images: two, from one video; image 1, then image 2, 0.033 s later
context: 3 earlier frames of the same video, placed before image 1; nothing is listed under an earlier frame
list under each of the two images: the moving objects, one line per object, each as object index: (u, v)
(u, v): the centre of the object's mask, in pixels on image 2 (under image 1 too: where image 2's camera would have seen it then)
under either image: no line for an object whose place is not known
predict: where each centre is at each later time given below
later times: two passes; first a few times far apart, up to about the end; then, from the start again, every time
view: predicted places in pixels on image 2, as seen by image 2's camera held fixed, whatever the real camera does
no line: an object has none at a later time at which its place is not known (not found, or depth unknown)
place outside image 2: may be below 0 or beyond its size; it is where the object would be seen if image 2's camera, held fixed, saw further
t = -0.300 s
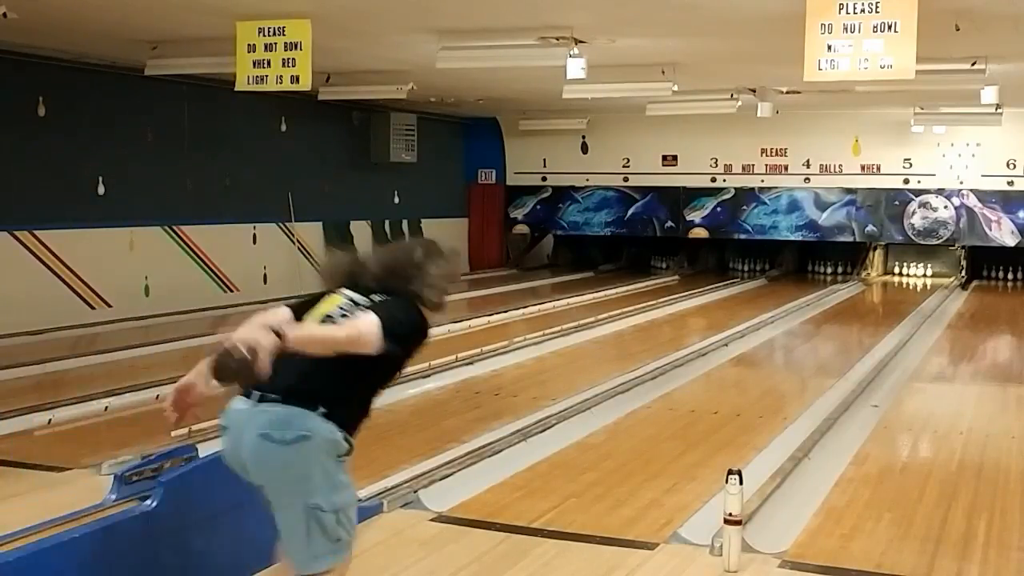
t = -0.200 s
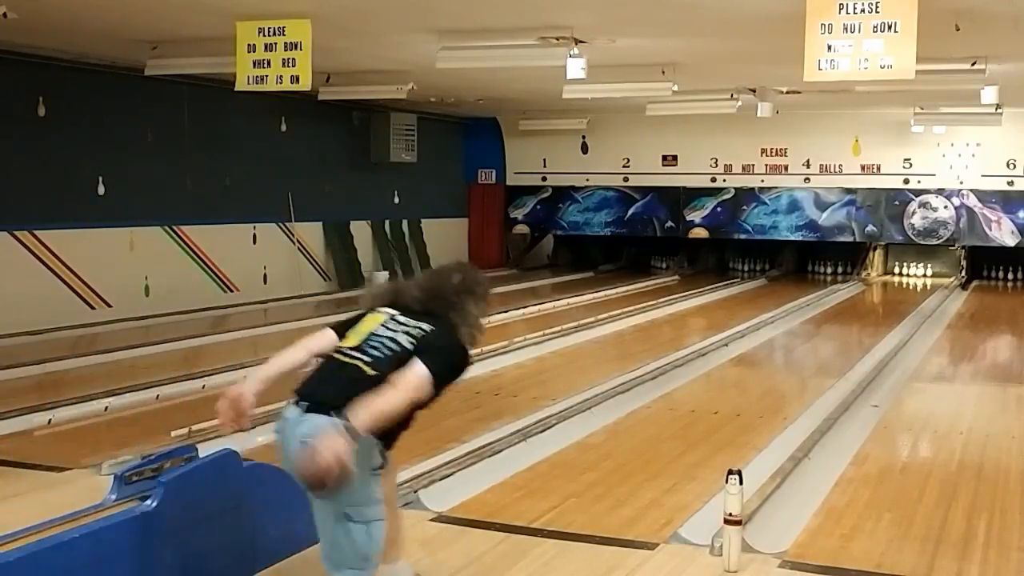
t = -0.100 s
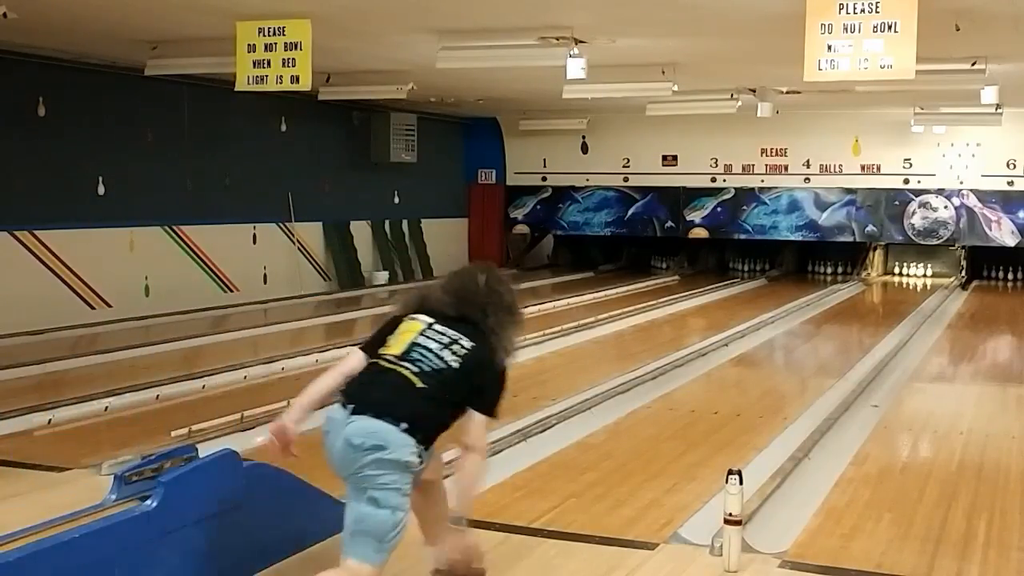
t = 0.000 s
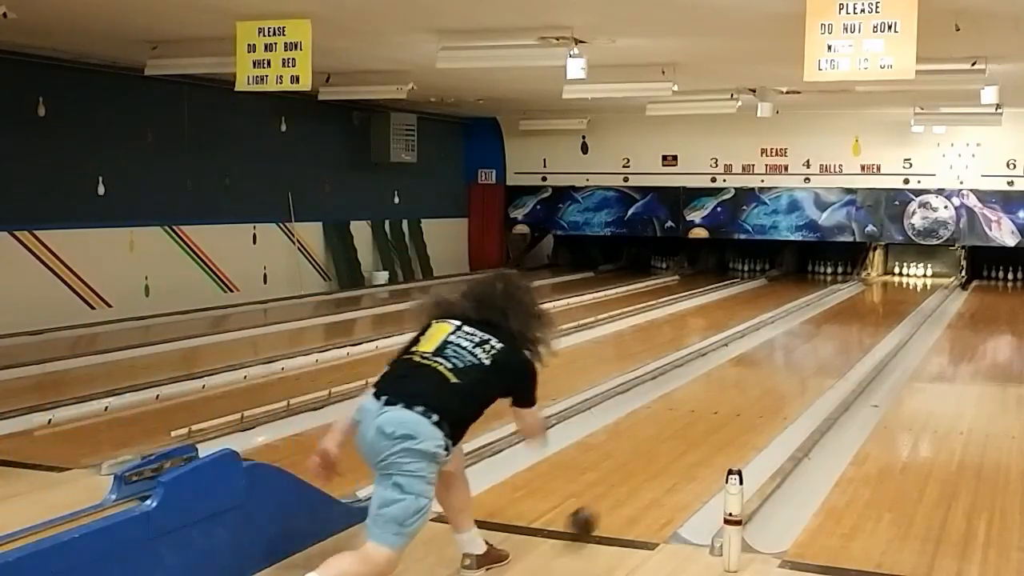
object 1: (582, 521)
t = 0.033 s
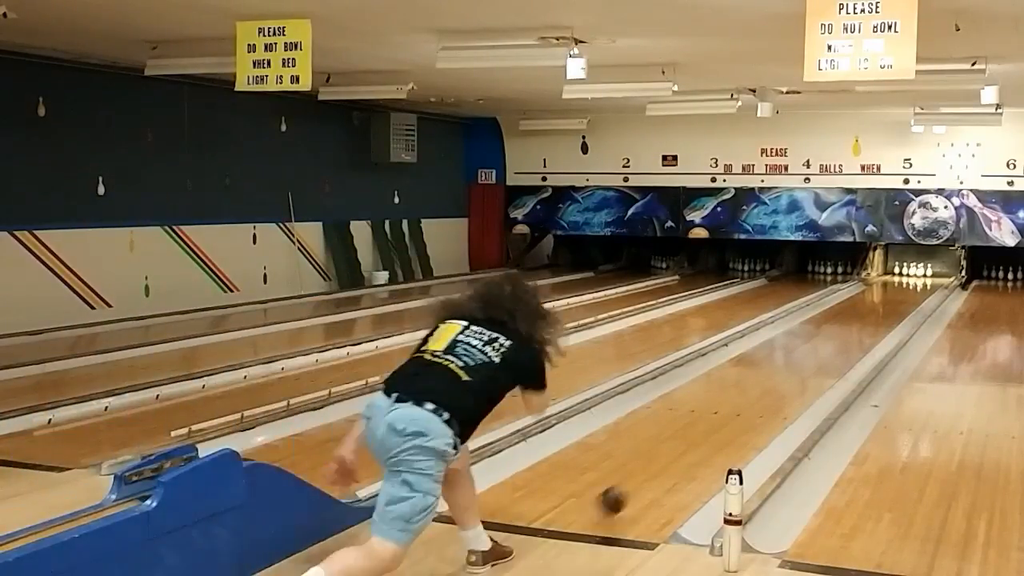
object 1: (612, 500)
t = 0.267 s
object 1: (746, 416)
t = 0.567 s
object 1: (831, 358)
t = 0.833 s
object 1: (873, 328)
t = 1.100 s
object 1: (900, 309)
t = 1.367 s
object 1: (919, 295)
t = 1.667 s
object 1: (934, 285)
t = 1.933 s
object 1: (945, 276)
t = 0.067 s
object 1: (637, 485)
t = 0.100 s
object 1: (660, 473)
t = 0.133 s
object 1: (681, 460)
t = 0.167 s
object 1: (700, 448)
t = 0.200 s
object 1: (716, 436)
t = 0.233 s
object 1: (732, 426)
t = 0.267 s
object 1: (746, 416)
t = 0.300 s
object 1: (759, 407)
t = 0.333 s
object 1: (770, 399)
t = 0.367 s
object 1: (781, 392)
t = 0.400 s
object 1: (791, 385)
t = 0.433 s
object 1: (800, 379)
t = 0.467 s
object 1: (809, 373)
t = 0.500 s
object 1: (817, 368)
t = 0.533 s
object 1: (824, 363)
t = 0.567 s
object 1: (831, 358)
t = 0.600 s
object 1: (837, 353)
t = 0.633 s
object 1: (843, 349)
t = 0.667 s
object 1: (849, 345)
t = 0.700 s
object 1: (854, 341)
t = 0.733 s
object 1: (860, 338)
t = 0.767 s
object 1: (864, 335)
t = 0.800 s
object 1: (869, 332)
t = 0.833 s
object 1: (873, 328)
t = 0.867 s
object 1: (878, 326)
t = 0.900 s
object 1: (881, 323)
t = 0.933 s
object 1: (884, 320)
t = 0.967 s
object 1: (888, 318)
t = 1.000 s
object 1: (891, 316)
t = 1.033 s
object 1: (895, 313)
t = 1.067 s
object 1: (897, 311)
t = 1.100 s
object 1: (900, 309)
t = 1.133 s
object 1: (903, 308)
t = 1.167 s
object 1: (906, 305)
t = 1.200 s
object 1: (908, 304)
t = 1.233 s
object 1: (911, 302)
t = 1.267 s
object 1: (913, 300)
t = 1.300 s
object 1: (915, 298)
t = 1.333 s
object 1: (917, 297)
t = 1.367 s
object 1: (919, 295)
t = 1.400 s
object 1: (921, 294)
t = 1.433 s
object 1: (923, 292)
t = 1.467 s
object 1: (925, 292)
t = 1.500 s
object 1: (927, 291)
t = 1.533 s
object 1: (928, 289)
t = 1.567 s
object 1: (930, 288)
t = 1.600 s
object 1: (931, 287)
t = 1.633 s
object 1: (932, 286)
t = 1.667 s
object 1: (934, 285)
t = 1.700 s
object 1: (936, 284)
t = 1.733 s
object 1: (937, 283)
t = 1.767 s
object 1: (939, 282)
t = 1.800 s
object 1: (940, 281)
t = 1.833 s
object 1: (941, 280)
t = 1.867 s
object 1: (942, 278)
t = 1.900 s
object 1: (944, 277)
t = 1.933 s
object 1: (945, 276)
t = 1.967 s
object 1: (946, 276)
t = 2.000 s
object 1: (948, 275)
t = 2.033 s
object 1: (948, 275)
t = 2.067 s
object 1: (948, 274)
